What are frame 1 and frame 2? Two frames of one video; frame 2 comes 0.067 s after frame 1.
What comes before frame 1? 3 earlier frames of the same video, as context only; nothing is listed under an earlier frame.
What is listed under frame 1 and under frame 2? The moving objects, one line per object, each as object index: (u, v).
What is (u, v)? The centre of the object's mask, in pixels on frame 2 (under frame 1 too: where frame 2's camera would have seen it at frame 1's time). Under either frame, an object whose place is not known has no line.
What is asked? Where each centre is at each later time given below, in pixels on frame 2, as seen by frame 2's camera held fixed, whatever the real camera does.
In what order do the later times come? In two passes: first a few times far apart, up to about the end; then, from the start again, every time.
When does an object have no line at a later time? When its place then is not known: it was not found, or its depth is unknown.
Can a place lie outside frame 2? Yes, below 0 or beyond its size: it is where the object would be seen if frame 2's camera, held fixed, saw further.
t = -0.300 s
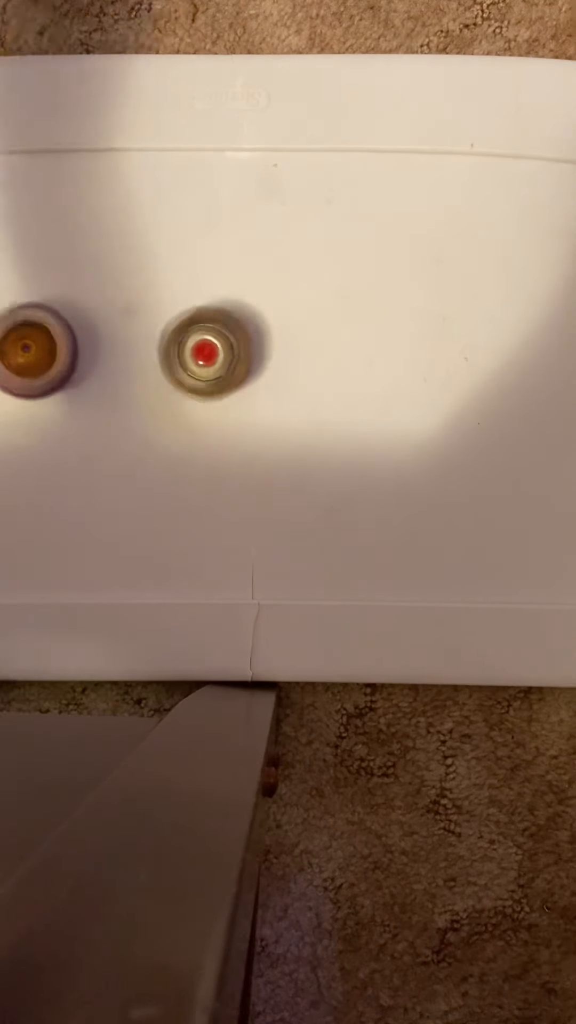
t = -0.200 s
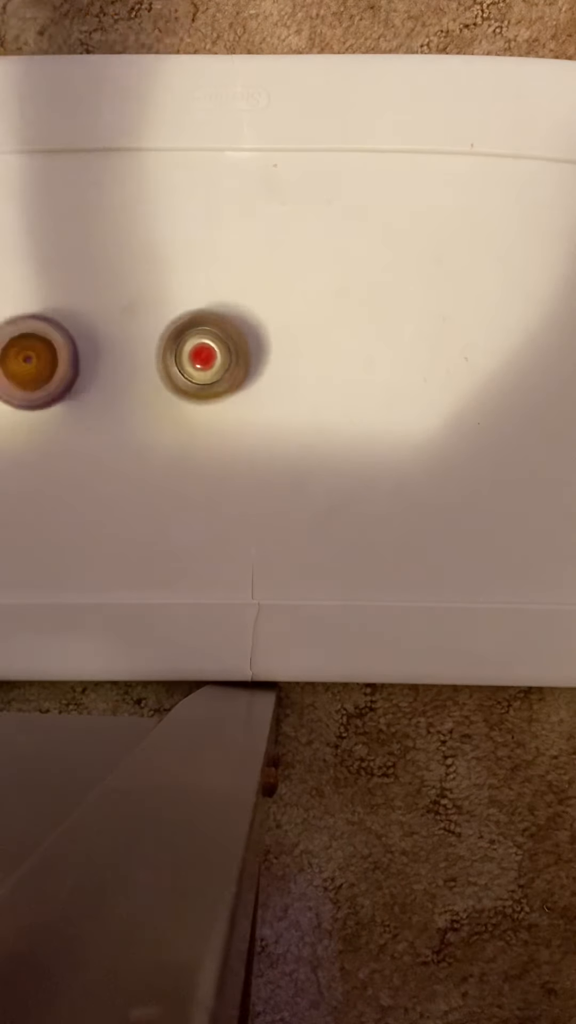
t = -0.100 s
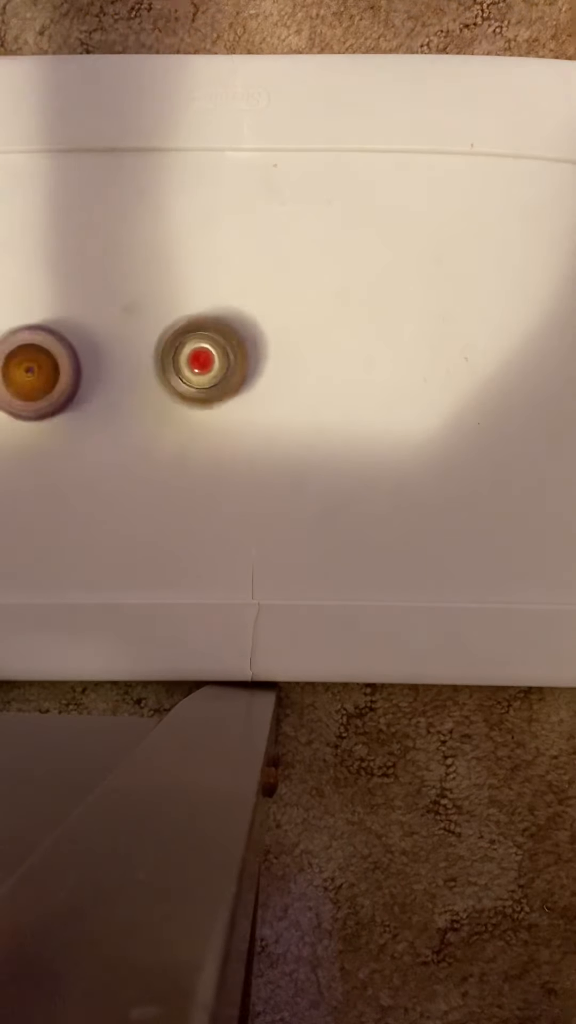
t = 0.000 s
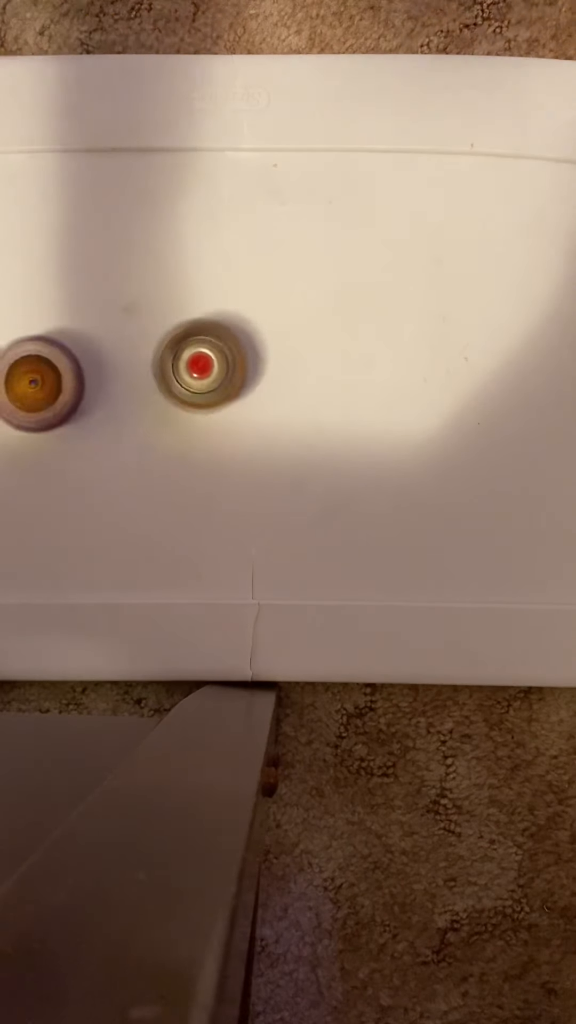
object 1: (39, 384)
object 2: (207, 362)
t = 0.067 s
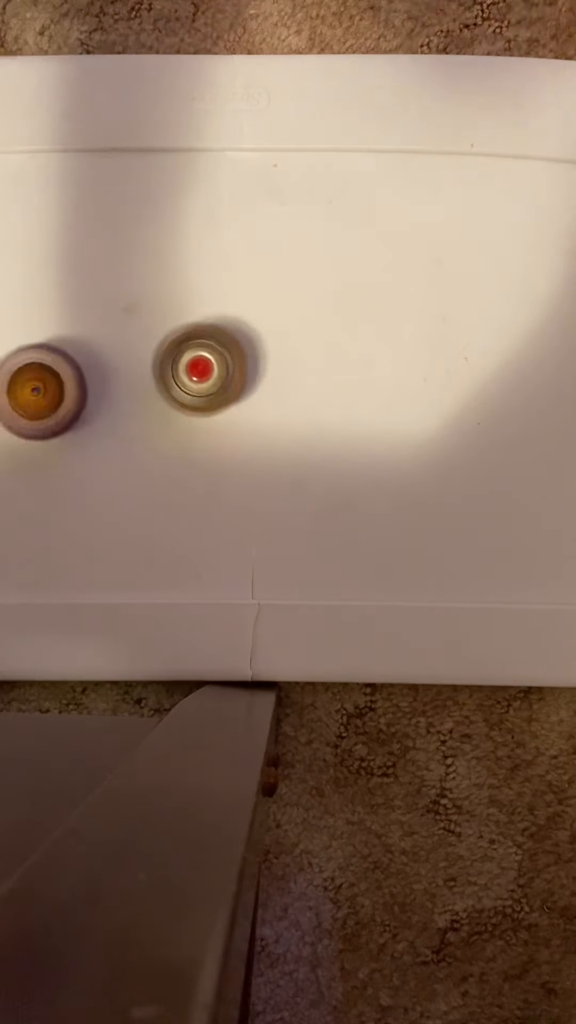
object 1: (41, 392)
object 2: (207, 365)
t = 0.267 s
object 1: (45, 413)
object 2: (206, 373)
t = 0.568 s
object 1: (54, 440)
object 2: (213, 377)
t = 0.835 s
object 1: (60, 461)
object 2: (222, 374)
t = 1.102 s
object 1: (68, 474)
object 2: (236, 364)
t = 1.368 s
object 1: (79, 482)
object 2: (247, 356)
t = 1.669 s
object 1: (97, 486)
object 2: (253, 353)
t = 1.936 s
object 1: (121, 487)
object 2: (242, 355)
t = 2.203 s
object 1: (148, 486)
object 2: (228, 348)
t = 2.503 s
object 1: (180, 485)
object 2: (218, 350)
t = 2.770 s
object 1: (207, 484)
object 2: (217, 357)
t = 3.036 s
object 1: (233, 480)
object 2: (218, 366)
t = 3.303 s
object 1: (256, 473)
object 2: (222, 372)
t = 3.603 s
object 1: (279, 457)
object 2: (230, 370)
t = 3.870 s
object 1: (298, 440)
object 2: (233, 361)
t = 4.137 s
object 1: (314, 418)
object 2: (239, 351)
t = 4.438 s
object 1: (323, 396)
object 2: (236, 349)
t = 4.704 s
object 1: (327, 376)
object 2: (224, 351)
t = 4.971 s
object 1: (323, 359)
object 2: (217, 354)
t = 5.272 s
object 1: (305, 337)
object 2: (212, 362)
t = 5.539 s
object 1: (289, 320)
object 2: (210, 375)
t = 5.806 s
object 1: (270, 304)
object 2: (212, 383)
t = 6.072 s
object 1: (249, 292)
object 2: (219, 386)
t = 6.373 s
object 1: (228, 285)
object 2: (226, 382)
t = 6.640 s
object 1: (213, 282)
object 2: (236, 386)
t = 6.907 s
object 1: (198, 286)
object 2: (239, 382)
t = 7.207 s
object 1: (180, 297)
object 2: (246, 376)
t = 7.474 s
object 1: (163, 305)
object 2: (251, 375)
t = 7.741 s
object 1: (149, 313)
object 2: (249, 370)
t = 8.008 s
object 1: (141, 325)
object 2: (244, 363)
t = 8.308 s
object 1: (134, 340)
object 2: (238, 360)
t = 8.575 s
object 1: (129, 354)
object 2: (238, 360)
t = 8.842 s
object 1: (129, 369)
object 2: (236, 362)
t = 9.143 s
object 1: (129, 386)
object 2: (235, 363)
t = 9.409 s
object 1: (133, 398)
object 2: (234, 362)
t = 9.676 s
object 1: (139, 408)
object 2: (235, 359)
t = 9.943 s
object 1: (147, 417)
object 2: (238, 354)
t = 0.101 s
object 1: (42, 395)
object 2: (207, 366)
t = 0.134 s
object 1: (42, 399)
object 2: (206, 368)
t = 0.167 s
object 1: (43, 402)
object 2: (206, 369)
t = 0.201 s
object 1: (44, 406)
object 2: (206, 371)
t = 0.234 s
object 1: (45, 410)
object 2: (206, 372)
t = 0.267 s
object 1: (45, 413)
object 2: (206, 373)
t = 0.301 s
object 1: (46, 416)
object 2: (207, 374)
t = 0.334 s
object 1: (47, 419)
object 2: (207, 375)
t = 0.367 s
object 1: (48, 422)
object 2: (208, 376)
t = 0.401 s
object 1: (49, 425)
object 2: (209, 376)
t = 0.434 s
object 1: (50, 429)
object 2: (209, 377)
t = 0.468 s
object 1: (51, 432)
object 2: (210, 378)
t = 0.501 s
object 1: (52, 434)
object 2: (211, 377)
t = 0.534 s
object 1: (53, 437)
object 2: (212, 378)
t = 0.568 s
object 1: (54, 440)
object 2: (213, 377)
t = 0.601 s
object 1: (55, 443)
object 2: (214, 378)
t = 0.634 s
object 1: (56, 446)
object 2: (216, 377)
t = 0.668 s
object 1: (56, 448)
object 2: (216, 377)
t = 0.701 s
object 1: (57, 451)
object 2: (217, 377)
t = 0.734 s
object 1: (57, 453)
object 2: (219, 376)
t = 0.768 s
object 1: (58, 456)
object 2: (220, 376)
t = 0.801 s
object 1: (59, 458)
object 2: (221, 375)
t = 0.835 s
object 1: (60, 461)
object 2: (222, 374)
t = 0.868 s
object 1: (61, 463)
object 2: (224, 373)
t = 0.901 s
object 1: (62, 465)
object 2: (225, 372)
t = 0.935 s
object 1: (63, 467)
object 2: (226, 371)
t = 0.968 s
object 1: (63, 468)
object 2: (228, 370)
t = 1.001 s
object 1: (64, 470)
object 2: (230, 368)
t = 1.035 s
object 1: (66, 471)
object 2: (232, 366)
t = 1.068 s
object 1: (66, 473)
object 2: (234, 365)
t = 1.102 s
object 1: (68, 474)
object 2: (236, 364)
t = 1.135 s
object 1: (69, 476)
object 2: (238, 363)
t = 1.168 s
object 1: (70, 477)
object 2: (239, 361)
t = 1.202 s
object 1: (72, 479)
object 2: (241, 360)
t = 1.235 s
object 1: (73, 479)
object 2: (242, 359)
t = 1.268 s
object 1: (75, 480)
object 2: (244, 358)
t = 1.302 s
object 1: (76, 481)
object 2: (245, 357)
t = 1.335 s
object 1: (77, 482)
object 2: (247, 356)
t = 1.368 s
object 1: (79, 482)
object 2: (247, 356)
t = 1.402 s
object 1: (81, 483)
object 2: (249, 355)
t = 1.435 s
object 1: (83, 483)
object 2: (250, 355)
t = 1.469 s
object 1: (85, 484)
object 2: (251, 354)
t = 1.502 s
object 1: (87, 484)
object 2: (252, 354)
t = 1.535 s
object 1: (88, 485)
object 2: (253, 353)
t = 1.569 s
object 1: (90, 485)
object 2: (253, 353)
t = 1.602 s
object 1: (93, 485)
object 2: (253, 353)
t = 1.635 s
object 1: (95, 486)
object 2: (253, 353)
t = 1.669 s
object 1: (97, 486)
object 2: (253, 353)
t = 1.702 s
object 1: (99, 486)
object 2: (251, 354)
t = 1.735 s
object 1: (102, 486)
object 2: (250, 354)
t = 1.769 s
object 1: (105, 486)
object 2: (249, 355)
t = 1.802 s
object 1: (108, 486)
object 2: (248, 355)
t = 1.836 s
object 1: (111, 486)
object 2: (247, 355)
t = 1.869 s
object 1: (114, 486)
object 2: (246, 355)
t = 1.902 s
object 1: (118, 486)
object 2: (244, 355)
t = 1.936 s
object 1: (121, 487)
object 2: (242, 355)
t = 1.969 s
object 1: (124, 487)
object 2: (240, 356)
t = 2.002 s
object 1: (127, 487)
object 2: (238, 355)
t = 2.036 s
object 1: (131, 487)
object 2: (237, 355)
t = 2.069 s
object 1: (135, 486)
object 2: (234, 355)
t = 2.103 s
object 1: (138, 486)
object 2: (232, 354)
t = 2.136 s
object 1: (142, 486)
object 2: (231, 354)
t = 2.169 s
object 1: (145, 486)
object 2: (230, 351)
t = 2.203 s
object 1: (148, 486)
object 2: (228, 348)
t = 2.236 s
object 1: (151, 485)
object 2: (226, 347)
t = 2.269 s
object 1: (155, 485)
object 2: (224, 347)
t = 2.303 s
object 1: (158, 485)
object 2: (223, 347)
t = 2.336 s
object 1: (162, 485)
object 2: (221, 348)
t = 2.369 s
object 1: (165, 485)
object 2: (221, 348)
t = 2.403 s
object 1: (169, 485)
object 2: (220, 349)
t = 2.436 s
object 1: (172, 485)
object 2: (220, 349)
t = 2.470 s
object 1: (176, 485)
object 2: (219, 349)
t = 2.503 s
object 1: (180, 485)
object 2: (218, 350)
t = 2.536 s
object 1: (183, 484)
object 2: (218, 351)
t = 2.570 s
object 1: (187, 484)
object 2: (218, 351)
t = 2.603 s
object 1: (191, 483)
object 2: (218, 352)
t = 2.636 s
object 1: (194, 484)
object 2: (218, 353)
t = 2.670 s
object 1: (197, 483)
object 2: (217, 354)
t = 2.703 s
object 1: (200, 483)
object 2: (217, 355)
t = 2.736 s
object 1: (203, 484)
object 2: (217, 356)
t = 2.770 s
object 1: (207, 484)
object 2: (217, 357)
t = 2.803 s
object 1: (210, 484)
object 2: (217, 359)
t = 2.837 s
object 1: (213, 484)
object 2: (217, 360)
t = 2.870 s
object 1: (217, 483)
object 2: (217, 361)
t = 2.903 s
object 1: (221, 483)
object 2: (217, 362)
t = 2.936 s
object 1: (224, 482)
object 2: (217, 363)
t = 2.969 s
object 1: (227, 481)
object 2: (217, 364)
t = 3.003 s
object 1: (230, 480)
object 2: (218, 365)
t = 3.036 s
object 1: (233, 480)
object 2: (218, 366)
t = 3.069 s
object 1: (235, 479)
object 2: (219, 367)
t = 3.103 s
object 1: (238, 479)
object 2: (219, 368)
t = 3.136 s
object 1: (241, 478)
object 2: (219, 369)
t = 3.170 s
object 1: (244, 478)
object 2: (220, 370)
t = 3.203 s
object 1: (247, 477)
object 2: (221, 371)
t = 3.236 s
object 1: (250, 476)
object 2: (221, 371)
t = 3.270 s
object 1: (253, 474)
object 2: (222, 371)
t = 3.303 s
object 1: (256, 473)
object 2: (222, 372)
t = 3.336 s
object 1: (259, 471)
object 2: (223, 372)
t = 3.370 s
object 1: (261, 470)
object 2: (223, 372)
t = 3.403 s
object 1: (263, 469)
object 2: (225, 372)
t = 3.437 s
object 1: (266, 468)
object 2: (226, 372)
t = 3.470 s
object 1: (268, 466)
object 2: (227, 372)
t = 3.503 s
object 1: (271, 464)
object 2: (227, 371)
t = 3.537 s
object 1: (274, 462)
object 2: (228, 371)
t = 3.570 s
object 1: (277, 460)
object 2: (229, 371)
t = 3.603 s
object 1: (279, 457)
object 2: (230, 370)
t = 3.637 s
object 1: (282, 455)
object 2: (231, 369)
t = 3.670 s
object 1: (284, 453)
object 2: (232, 369)
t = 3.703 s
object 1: (286, 451)
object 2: (233, 368)
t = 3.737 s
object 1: (288, 450)
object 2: (232, 366)
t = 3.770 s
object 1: (291, 447)
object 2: (232, 365)
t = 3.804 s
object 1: (294, 445)
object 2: (233, 363)
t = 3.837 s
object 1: (296, 442)
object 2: (233, 362)
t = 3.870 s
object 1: (298, 440)
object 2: (233, 361)
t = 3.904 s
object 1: (301, 437)
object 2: (235, 359)
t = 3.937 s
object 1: (303, 434)
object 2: (236, 358)
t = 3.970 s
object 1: (304, 432)
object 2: (236, 358)
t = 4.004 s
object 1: (306, 430)
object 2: (237, 356)
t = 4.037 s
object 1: (308, 427)
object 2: (238, 355)
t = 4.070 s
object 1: (310, 425)
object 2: (238, 354)
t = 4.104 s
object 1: (313, 421)
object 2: (238, 352)
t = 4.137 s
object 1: (314, 418)
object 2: (239, 351)
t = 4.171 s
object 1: (315, 416)
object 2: (239, 351)
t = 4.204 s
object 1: (316, 413)
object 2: (239, 350)
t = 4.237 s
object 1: (317, 411)
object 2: (240, 350)
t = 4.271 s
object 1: (318, 408)
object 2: (240, 349)
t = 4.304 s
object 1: (320, 405)
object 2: (239, 350)
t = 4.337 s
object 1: (321, 403)
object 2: (239, 350)
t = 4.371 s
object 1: (322, 400)
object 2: (239, 349)
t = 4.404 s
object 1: (323, 398)
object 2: (238, 349)
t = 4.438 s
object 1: (323, 396)
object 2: (236, 349)
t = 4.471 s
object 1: (323, 394)
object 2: (234, 350)
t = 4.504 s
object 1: (325, 391)
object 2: (233, 350)
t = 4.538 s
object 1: (326, 389)
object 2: (233, 350)
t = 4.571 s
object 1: (326, 387)
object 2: (231, 350)
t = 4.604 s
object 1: (327, 383)
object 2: (230, 351)
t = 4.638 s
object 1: (327, 380)
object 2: (228, 351)
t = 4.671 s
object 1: (327, 378)
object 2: (226, 350)
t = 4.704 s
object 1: (327, 376)
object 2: (224, 351)
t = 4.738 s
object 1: (327, 374)
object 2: (222, 351)
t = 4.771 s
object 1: (327, 371)
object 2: (221, 351)
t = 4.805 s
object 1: (327, 369)
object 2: (221, 352)
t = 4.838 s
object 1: (326, 366)
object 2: (220, 352)
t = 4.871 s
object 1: (325, 364)
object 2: (219, 353)
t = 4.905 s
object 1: (324, 363)
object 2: (218, 353)
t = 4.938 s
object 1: (324, 360)
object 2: (217, 353)
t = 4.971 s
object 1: (323, 359)
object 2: (217, 354)
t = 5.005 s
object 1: (322, 356)
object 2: (216, 354)
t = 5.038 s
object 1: (321, 353)
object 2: (216, 355)
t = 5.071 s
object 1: (318, 351)
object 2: (215, 355)
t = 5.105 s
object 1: (316, 349)
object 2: (215, 356)
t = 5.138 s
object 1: (314, 347)
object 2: (214, 357)
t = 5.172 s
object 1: (312, 345)
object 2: (214, 358)
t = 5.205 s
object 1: (310, 343)
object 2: (213, 359)
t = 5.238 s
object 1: (307, 340)
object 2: (213, 360)
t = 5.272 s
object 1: (305, 337)
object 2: (212, 362)
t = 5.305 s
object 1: (303, 335)
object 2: (212, 364)
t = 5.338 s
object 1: (303, 333)
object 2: (210, 367)
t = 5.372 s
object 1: (301, 331)
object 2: (210, 369)
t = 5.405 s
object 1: (299, 329)
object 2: (209, 371)
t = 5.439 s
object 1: (297, 326)
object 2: (209, 372)
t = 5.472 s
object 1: (294, 323)
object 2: (210, 373)
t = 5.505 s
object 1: (291, 322)
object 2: (209, 374)
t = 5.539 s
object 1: (289, 320)
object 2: (210, 375)
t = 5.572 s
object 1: (287, 318)
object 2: (210, 376)
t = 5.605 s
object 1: (285, 316)
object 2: (210, 377)
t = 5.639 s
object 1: (282, 314)
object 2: (211, 378)
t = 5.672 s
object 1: (279, 312)
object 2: (211, 379)
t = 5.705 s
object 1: (276, 310)
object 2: (212, 380)
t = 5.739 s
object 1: (275, 308)
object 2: (212, 381)
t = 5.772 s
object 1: (272, 307)
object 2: (212, 383)
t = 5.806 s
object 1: (270, 304)
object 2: (212, 383)
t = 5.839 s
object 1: (267, 302)
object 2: (213, 383)
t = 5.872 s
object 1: (264, 301)
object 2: (214, 383)
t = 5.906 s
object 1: (261, 300)
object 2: (215, 383)
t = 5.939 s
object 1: (258, 299)
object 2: (215, 383)
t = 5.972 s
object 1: (255, 298)
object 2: (216, 383)
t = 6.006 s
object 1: (253, 295)
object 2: (217, 384)
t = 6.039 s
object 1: (251, 293)
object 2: (218, 385)
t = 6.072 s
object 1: (249, 292)
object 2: (219, 386)
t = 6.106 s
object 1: (246, 291)
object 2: (220, 387)
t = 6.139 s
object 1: (244, 289)
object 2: (221, 387)
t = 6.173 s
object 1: (243, 288)
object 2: (222, 387)
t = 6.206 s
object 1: (240, 286)
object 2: (223, 387)
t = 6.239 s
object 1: (237, 286)
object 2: (224, 386)
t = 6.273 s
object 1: (235, 286)
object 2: (224, 386)
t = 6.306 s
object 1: (233, 285)
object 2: (225, 385)
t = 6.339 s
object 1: (231, 285)
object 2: (226, 383)
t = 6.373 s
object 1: (228, 285)
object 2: (226, 382)
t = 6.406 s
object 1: (226, 284)
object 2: (228, 381)
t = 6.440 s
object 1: (224, 284)
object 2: (229, 381)
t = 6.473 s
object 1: (223, 285)
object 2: (230, 381)
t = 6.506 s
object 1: (221, 284)
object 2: (231, 380)
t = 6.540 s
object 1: (218, 282)
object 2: (233, 381)
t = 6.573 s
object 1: (217, 282)
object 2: (233, 384)
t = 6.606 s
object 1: (215, 282)
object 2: (235, 385)
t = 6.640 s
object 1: (213, 282)
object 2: (236, 386)
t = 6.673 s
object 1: (211, 282)
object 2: (236, 386)
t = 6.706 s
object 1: (208, 281)
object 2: (236, 386)
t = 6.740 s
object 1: (207, 282)
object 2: (237, 386)
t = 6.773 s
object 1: (205, 282)
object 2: (238, 385)
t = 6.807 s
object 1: (203, 283)
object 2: (239, 385)
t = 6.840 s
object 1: (202, 284)
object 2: (240, 384)
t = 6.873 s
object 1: (199, 285)
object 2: (239, 384)
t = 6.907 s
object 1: (198, 286)
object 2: (239, 382)
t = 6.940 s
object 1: (196, 289)
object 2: (239, 380)
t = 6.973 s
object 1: (194, 290)
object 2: (239, 378)
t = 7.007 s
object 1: (192, 291)
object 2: (240, 377)
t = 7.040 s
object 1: (189, 293)
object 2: (241, 377)
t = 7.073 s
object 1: (188, 293)
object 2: (243, 377)
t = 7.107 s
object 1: (187, 293)
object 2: (244, 378)
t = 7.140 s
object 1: (186, 294)
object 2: (246, 378)
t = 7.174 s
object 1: (182, 295)
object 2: (246, 377)
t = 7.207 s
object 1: (180, 297)
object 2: (246, 376)
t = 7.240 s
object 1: (177, 299)
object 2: (246, 376)
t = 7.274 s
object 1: (177, 300)
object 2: (246, 375)
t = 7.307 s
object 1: (174, 301)
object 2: (247, 375)
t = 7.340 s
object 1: (172, 303)
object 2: (246, 374)
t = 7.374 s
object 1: (170, 304)
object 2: (247, 373)
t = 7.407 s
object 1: (169, 303)
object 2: (248, 374)
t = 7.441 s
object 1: (166, 303)
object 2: (250, 375)
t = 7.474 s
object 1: (163, 305)
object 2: (251, 375)
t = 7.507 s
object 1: (162, 306)
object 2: (252, 374)
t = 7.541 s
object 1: (160, 307)
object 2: (252, 374)
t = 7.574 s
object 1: (158, 307)
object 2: (252, 374)
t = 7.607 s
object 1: (155, 309)
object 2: (251, 373)
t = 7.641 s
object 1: (154, 310)
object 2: (251, 372)
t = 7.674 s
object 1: (153, 310)
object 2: (250, 372)
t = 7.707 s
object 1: (151, 311)
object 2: (250, 371)
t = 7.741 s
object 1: (149, 313)
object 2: (249, 370)
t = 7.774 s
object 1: (148, 315)
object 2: (248, 369)
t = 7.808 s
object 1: (147, 316)
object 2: (248, 368)
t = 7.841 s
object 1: (146, 317)
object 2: (246, 367)
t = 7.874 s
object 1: (145, 319)
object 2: (245, 365)
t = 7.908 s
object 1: (145, 322)
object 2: (244, 364)
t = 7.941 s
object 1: (144, 323)
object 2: (242, 363)
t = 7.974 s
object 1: (143, 322)
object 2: (243, 363)
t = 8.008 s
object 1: (141, 325)
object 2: (244, 363)
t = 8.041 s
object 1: (140, 326)
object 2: (244, 362)
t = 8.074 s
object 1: (139, 328)
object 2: (244, 362)
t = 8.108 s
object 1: (138, 329)
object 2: (243, 362)
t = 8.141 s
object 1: (137, 332)
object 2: (242, 361)
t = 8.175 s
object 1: (136, 333)
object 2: (241, 361)
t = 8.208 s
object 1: (136, 334)
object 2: (240, 361)
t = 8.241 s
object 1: (135, 336)
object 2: (240, 361)
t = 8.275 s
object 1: (134, 338)
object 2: (239, 360)
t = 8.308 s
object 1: (134, 340)
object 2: (238, 360)
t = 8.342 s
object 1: (134, 341)
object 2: (238, 360)
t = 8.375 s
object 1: (132, 343)
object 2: (238, 360)
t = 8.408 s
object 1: (131, 344)
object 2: (238, 360)
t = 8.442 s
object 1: (131, 346)
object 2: (239, 360)
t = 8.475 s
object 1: (130, 348)
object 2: (239, 360)
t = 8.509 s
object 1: (129, 351)
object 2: (238, 360)
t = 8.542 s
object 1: (129, 353)
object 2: (238, 360)
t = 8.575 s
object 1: (129, 354)
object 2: (238, 360)
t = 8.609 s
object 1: (128, 356)
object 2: (237, 361)
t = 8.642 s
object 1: (128, 358)
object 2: (237, 361)
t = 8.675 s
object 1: (128, 360)
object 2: (237, 361)
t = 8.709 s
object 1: (128, 361)
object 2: (237, 361)
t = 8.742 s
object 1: (127, 363)
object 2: (237, 362)
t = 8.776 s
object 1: (128, 366)
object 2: (237, 362)
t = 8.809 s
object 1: (128, 368)
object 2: (236, 362)
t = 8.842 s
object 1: (129, 369)
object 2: (236, 362)
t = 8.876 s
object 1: (129, 372)
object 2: (235, 363)
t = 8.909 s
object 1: (129, 374)
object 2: (235, 363)
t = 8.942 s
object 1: (128, 374)
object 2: (236, 362)
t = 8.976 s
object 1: (128, 376)
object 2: (236, 362)
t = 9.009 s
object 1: (128, 379)
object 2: (236, 362)
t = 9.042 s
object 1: (128, 380)
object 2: (236, 362)
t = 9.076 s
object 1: (128, 382)
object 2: (235, 363)
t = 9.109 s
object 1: (128, 384)
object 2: (235, 362)
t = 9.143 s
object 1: (129, 386)
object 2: (235, 363)
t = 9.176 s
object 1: (129, 388)
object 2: (235, 363)
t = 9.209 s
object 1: (128, 389)
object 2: (235, 362)
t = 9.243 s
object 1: (129, 391)
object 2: (235, 362)
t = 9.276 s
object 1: (130, 393)
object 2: (235, 362)
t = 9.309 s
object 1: (131, 394)
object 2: (234, 362)
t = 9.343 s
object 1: (131, 396)
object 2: (234, 362)
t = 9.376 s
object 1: (132, 397)
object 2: (233, 362)
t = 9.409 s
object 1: (133, 398)
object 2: (234, 362)
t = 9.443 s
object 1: (133, 400)
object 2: (234, 361)
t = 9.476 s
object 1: (133, 400)
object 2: (234, 360)
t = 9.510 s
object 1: (135, 401)
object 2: (235, 360)
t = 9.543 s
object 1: (134, 402)
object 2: (235, 360)
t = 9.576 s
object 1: (135, 404)
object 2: (235, 359)
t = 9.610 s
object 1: (137, 405)
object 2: (235, 359)
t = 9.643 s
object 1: (138, 406)
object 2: (235, 359)
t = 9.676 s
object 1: (139, 408)
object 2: (235, 359)
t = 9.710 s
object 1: (140, 409)
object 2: (235, 359)
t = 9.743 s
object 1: (140, 409)
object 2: (236, 357)
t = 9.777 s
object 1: (141, 411)
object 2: (236, 357)
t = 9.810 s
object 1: (142, 413)
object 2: (237, 356)
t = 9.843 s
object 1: (143, 413)
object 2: (238, 356)
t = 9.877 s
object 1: (144, 416)
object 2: (238, 355)
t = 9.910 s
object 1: (146, 416)
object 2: (238, 354)
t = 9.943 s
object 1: (147, 417)
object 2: (238, 354)
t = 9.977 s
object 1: (148, 418)
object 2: (238, 354)
